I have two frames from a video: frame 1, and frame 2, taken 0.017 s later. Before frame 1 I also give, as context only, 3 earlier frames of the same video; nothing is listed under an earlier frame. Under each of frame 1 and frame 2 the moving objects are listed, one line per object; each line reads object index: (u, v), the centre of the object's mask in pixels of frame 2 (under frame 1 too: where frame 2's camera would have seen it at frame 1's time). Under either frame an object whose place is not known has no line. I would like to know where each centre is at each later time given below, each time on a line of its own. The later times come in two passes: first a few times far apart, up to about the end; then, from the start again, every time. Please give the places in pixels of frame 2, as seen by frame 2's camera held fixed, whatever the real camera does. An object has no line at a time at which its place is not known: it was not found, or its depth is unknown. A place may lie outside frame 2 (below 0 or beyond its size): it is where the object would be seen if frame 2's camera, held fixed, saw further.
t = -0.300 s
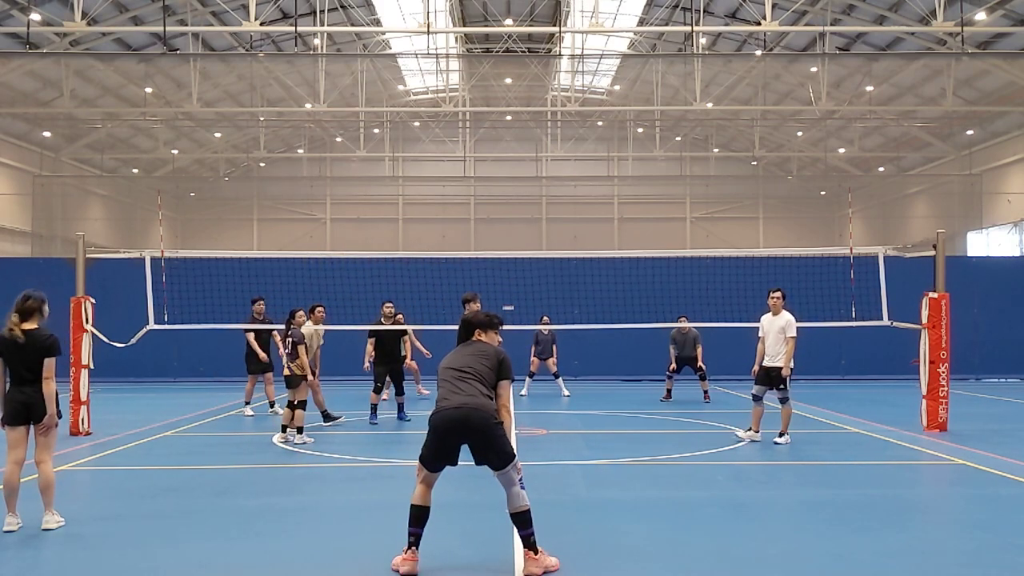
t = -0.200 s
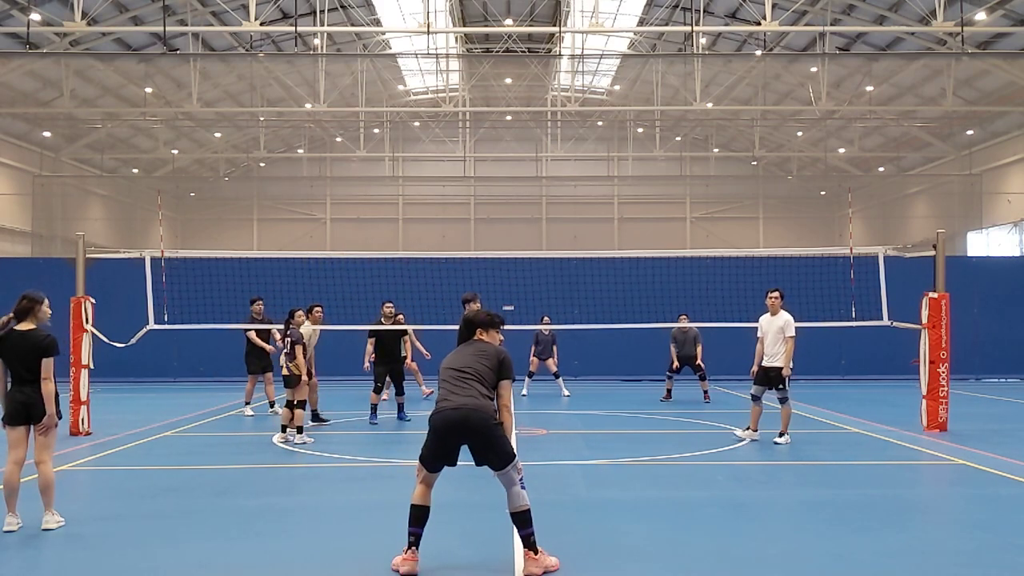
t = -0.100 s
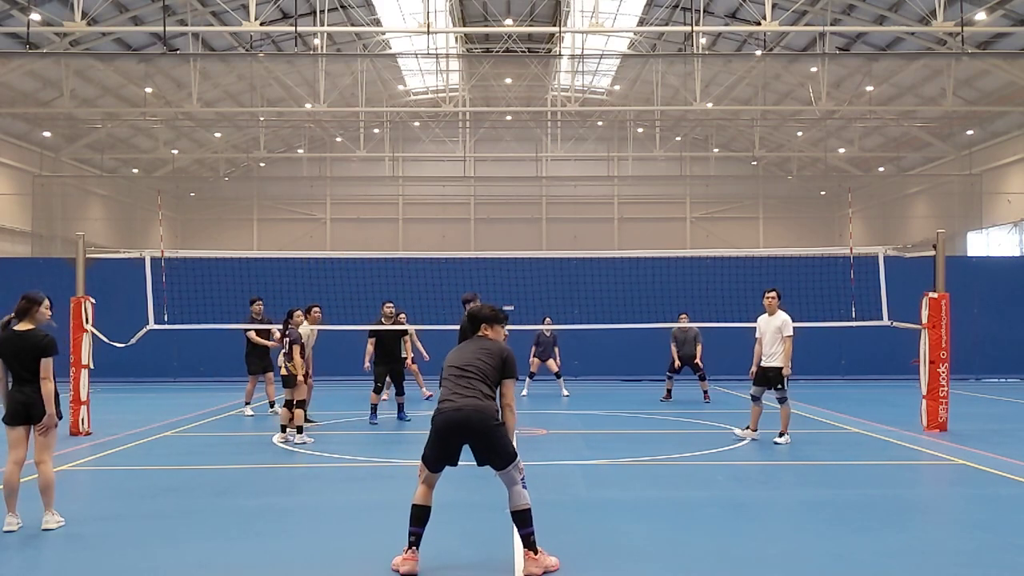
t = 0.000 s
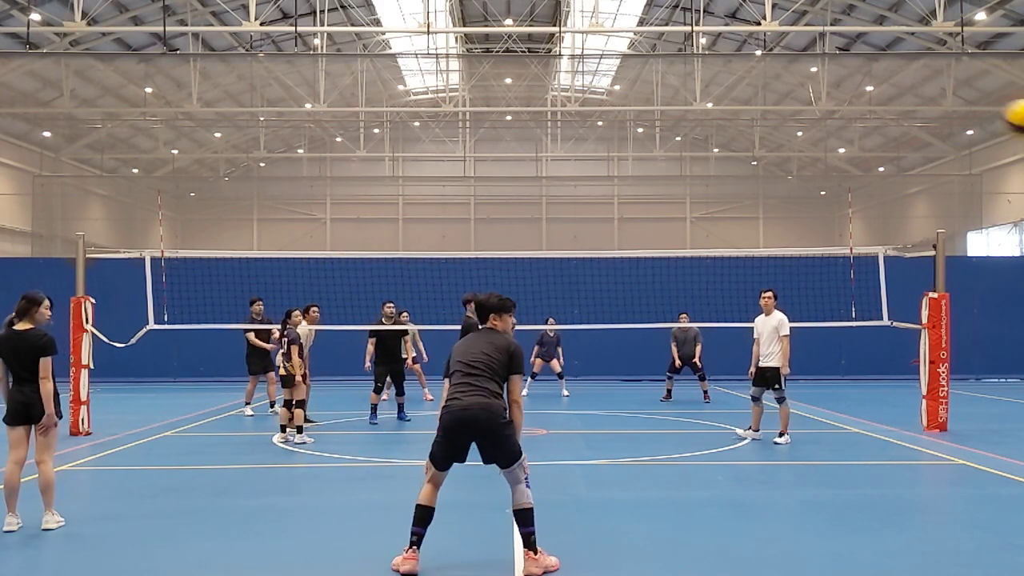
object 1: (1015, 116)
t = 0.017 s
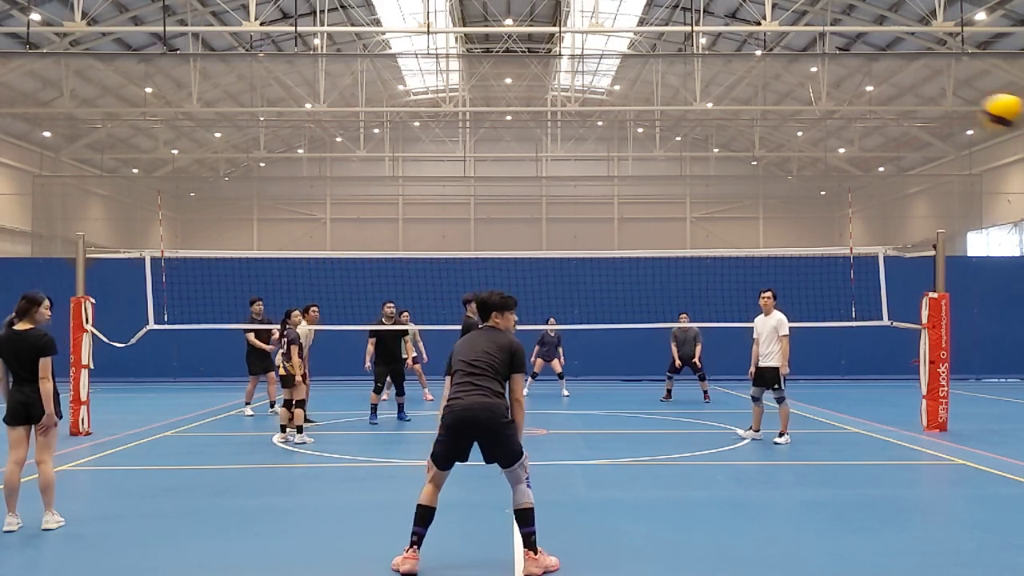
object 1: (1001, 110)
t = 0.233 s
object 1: (819, 85)
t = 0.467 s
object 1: (725, 116)
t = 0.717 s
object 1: (668, 177)
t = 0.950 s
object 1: (633, 245)
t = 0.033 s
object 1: (981, 106)
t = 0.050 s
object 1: (961, 101)
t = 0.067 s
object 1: (943, 98)
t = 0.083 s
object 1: (927, 94)
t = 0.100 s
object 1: (911, 91)
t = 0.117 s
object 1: (897, 88)
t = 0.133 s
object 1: (884, 86)
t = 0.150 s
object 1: (871, 84)
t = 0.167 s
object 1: (859, 84)
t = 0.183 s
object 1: (847, 83)
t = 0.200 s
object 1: (838, 84)
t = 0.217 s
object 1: (828, 85)
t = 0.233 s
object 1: (819, 85)
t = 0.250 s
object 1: (810, 86)
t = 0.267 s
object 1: (802, 88)
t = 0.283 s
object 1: (793, 89)
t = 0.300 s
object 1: (786, 90)
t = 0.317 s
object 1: (777, 92)
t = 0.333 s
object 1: (770, 94)
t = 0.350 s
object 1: (764, 95)
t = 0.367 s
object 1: (758, 97)
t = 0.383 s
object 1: (752, 100)
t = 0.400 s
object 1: (747, 103)
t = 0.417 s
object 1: (740, 106)
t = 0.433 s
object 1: (736, 109)
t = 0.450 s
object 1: (731, 112)
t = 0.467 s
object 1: (725, 116)
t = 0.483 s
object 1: (720, 119)
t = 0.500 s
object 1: (716, 123)
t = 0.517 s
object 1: (711, 126)
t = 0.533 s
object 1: (707, 130)
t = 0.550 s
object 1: (703, 134)
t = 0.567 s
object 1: (699, 138)
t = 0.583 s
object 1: (695, 143)
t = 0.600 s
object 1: (691, 147)
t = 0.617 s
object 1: (688, 151)
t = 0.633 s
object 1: (684, 155)
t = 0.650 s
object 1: (680, 160)
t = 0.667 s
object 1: (677, 164)
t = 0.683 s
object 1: (674, 168)
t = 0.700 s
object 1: (671, 172)
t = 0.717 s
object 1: (668, 177)
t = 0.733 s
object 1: (665, 183)
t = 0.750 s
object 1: (662, 187)
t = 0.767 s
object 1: (659, 192)
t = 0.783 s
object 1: (656, 197)
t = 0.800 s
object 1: (654, 202)
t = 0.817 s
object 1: (651, 207)
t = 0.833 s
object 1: (648, 212)
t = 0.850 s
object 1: (646, 217)
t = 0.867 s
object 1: (644, 222)
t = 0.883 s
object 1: (641, 226)
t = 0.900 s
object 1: (640, 231)
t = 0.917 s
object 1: (637, 236)
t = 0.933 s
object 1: (635, 241)
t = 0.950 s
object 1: (633, 245)
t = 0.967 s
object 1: (631, 248)
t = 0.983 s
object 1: (629, 260)
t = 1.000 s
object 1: (627, 264)
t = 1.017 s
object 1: (625, 269)
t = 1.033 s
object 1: (623, 275)
